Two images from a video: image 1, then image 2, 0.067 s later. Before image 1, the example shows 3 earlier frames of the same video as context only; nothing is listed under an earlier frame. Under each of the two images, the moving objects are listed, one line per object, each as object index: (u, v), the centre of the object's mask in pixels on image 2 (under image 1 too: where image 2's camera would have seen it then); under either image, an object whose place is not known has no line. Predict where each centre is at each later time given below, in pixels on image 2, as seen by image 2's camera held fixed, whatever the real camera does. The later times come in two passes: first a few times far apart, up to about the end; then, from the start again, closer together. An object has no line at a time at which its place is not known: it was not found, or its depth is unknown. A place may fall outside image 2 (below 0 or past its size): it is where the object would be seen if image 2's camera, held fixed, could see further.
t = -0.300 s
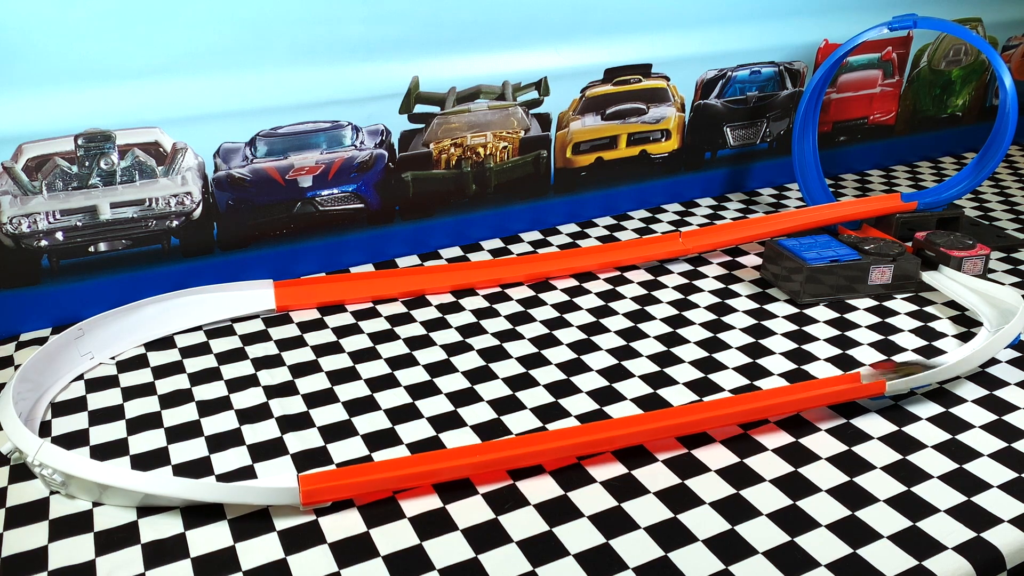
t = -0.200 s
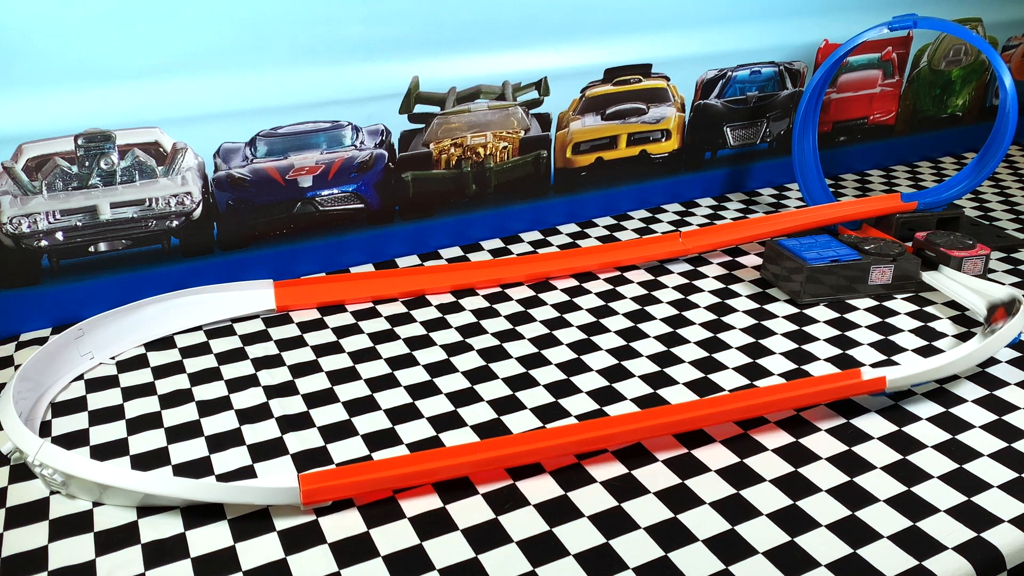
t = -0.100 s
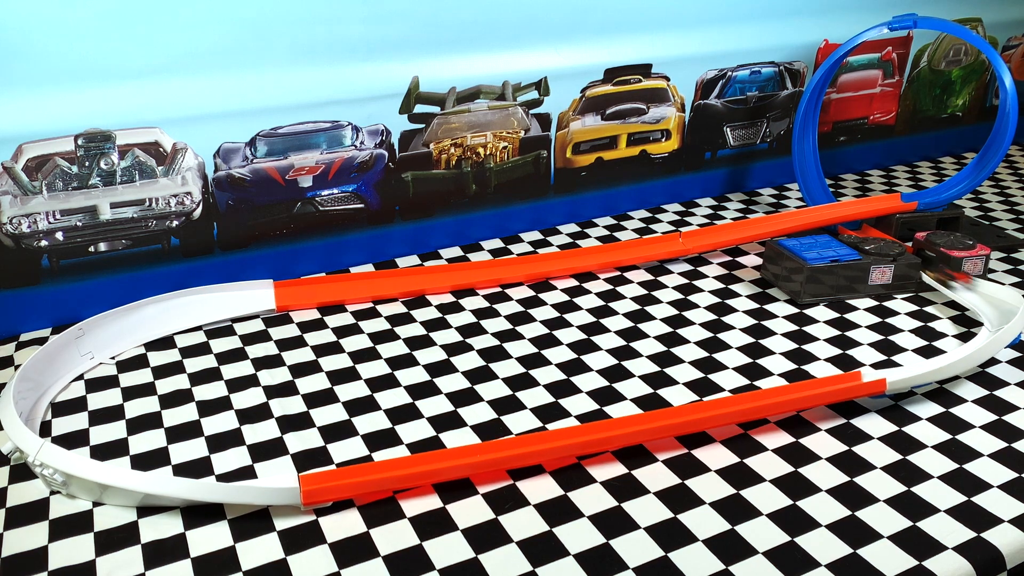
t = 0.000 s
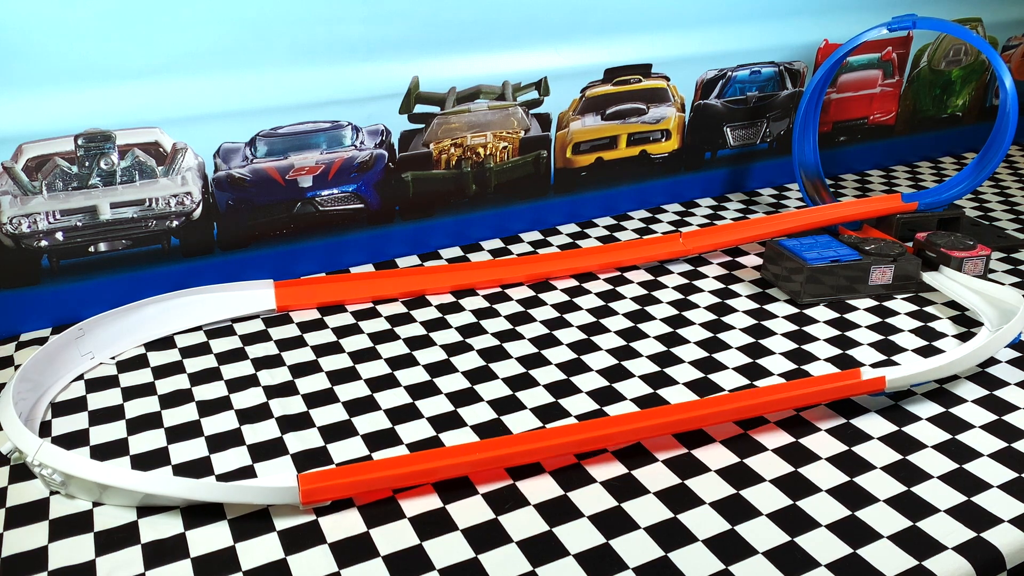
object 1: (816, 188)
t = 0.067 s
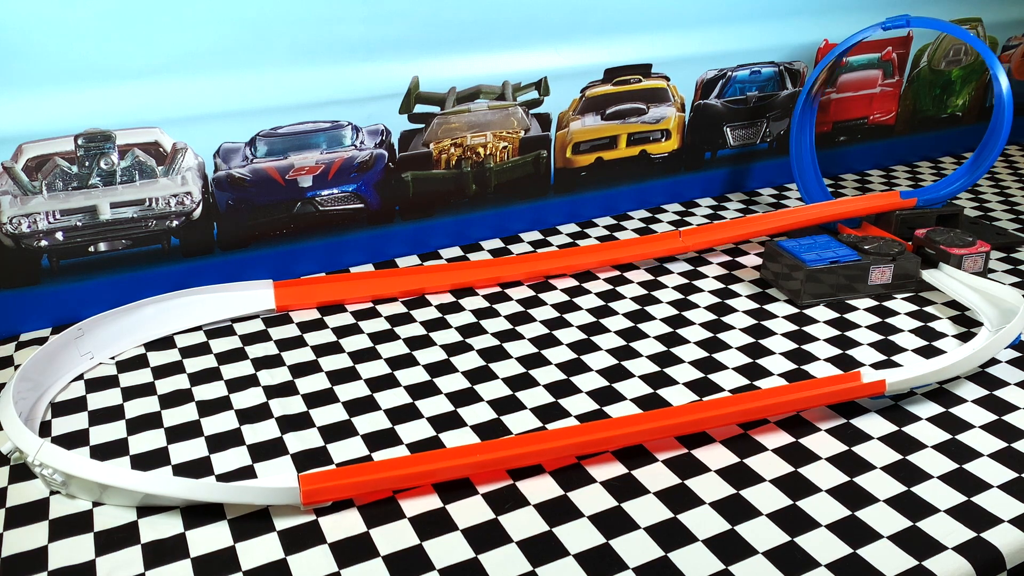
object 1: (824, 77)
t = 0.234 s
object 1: (1005, 122)
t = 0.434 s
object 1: (690, 247)
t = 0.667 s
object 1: (284, 336)
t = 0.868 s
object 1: (69, 408)
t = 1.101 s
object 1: (110, 443)
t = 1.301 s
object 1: (121, 442)
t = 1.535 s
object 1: (121, 442)
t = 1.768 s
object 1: (122, 442)
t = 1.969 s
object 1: (122, 442)
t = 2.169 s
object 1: (122, 442)
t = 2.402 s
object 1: (122, 442)
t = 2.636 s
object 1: (122, 442)
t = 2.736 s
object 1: (122, 442)
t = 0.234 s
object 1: (1005, 122)
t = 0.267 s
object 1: (974, 173)
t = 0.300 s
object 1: (916, 195)
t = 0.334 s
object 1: (864, 200)
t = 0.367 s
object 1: (808, 211)
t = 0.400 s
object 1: (751, 229)
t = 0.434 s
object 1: (690, 247)
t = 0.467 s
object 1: (629, 264)
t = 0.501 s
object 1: (576, 276)
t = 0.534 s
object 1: (519, 287)
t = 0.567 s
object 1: (458, 303)
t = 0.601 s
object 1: (408, 312)
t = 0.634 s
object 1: (346, 321)
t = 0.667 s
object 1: (284, 336)
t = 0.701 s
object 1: (222, 350)
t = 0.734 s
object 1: (162, 360)
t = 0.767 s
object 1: (96, 377)
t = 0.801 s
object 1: (71, 391)
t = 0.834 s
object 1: (64, 399)
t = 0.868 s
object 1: (69, 408)
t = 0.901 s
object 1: (74, 422)
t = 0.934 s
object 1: (88, 430)
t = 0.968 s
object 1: (96, 436)
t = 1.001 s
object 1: (106, 441)
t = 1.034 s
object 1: (108, 443)
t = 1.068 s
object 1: (110, 442)
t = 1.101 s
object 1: (110, 443)
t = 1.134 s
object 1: (110, 443)
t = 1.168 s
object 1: (112, 443)
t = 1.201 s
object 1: (113, 442)
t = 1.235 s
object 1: (116, 442)
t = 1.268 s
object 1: (118, 442)
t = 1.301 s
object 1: (121, 442)
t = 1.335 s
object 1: (122, 441)
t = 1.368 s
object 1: (122, 441)
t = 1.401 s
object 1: (123, 441)
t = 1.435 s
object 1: (122, 442)
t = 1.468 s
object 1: (122, 441)
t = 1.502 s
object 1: (122, 442)
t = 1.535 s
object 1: (121, 442)
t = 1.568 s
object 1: (122, 442)
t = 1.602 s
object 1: (122, 442)
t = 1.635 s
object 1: (122, 442)
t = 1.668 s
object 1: (122, 442)
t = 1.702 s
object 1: (122, 442)
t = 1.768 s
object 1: (122, 442)
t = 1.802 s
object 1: (122, 442)
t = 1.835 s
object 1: (122, 442)
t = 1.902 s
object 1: (122, 442)
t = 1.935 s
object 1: (122, 442)
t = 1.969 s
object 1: (122, 442)
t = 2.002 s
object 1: (122, 442)
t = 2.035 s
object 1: (122, 442)
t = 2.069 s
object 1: (122, 442)
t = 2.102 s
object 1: (122, 442)
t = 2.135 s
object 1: (122, 442)
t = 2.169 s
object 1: (122, 442)
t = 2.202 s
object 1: (121, 442)
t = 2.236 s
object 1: (122, 442)
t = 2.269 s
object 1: (122, 442)
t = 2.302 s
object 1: (122, 442)
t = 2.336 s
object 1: (122, 442)
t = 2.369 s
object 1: (122, 442)
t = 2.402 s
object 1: (122, 442)
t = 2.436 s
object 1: (122, 442)
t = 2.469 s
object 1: (122, 442)
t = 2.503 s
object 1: (122, 442)
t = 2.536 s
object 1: (122, 442)
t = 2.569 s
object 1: (122, 442)
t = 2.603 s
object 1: (122, 442)
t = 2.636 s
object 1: (122, 442)
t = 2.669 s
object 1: (122, 442)
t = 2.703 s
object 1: (122, 442)
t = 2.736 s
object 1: (122, 442)
